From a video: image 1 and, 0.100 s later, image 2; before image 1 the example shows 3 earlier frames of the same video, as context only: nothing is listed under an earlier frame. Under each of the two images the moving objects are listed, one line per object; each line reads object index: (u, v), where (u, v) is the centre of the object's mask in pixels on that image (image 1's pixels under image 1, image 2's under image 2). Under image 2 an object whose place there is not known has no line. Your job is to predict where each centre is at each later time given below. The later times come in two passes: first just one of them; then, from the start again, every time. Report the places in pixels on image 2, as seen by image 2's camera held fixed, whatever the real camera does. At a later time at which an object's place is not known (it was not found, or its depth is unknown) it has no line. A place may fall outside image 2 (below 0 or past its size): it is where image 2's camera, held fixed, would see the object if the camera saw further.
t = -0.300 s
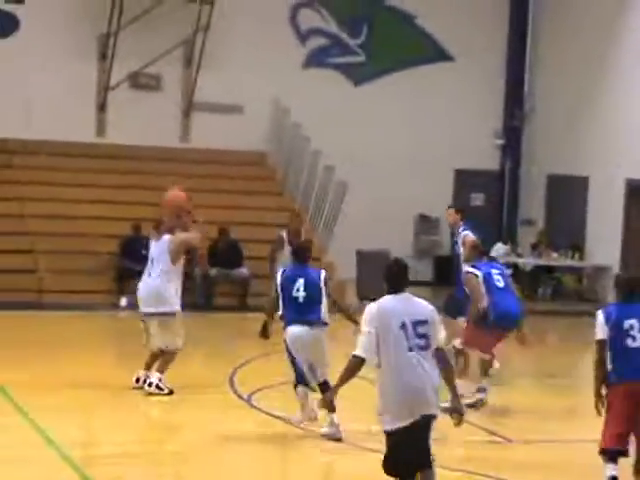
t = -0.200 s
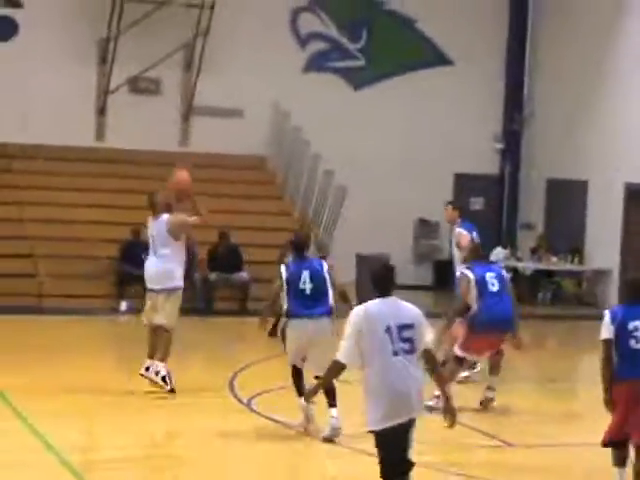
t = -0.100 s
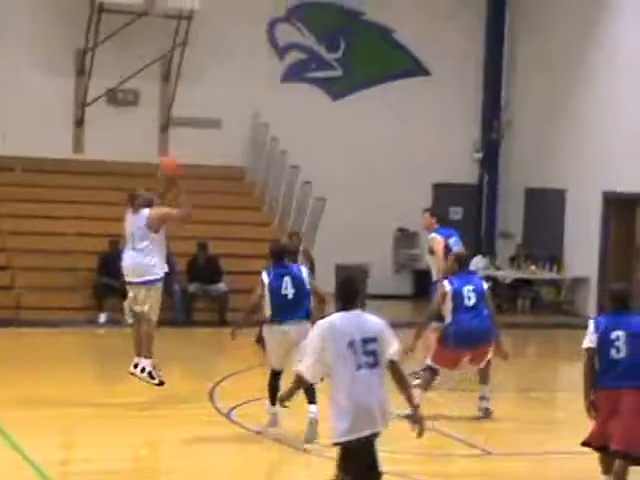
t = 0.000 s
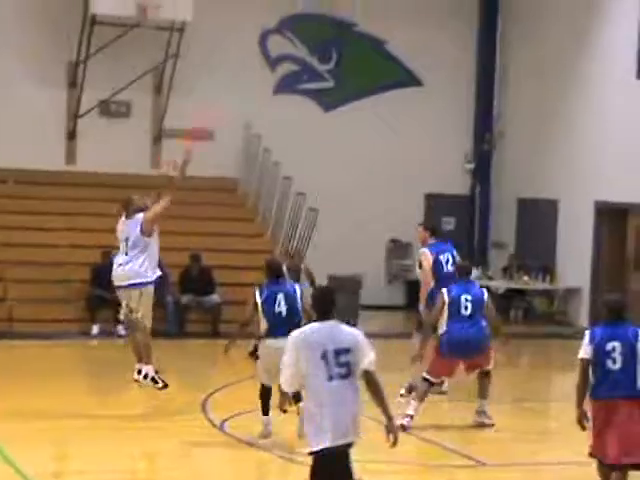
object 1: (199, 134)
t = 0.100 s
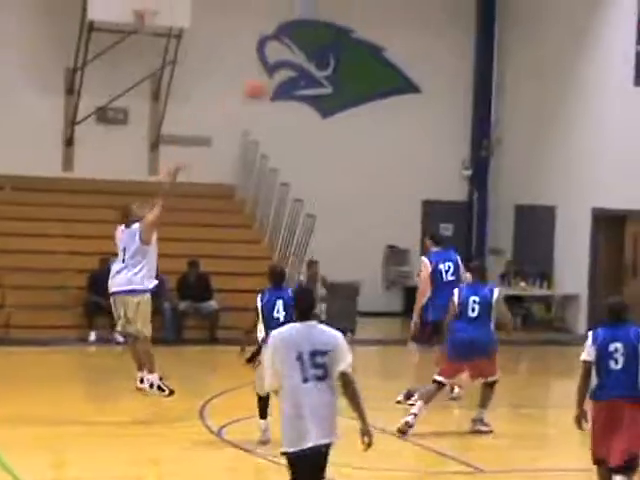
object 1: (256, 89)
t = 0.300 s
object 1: (371, 20)
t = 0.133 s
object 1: (276, 73)
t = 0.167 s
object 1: (298, 56)
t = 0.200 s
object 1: (314, 49)
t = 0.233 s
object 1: (332, 39)
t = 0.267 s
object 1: (350, 29)
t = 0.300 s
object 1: (371, 20)
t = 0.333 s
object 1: (388, 14)
